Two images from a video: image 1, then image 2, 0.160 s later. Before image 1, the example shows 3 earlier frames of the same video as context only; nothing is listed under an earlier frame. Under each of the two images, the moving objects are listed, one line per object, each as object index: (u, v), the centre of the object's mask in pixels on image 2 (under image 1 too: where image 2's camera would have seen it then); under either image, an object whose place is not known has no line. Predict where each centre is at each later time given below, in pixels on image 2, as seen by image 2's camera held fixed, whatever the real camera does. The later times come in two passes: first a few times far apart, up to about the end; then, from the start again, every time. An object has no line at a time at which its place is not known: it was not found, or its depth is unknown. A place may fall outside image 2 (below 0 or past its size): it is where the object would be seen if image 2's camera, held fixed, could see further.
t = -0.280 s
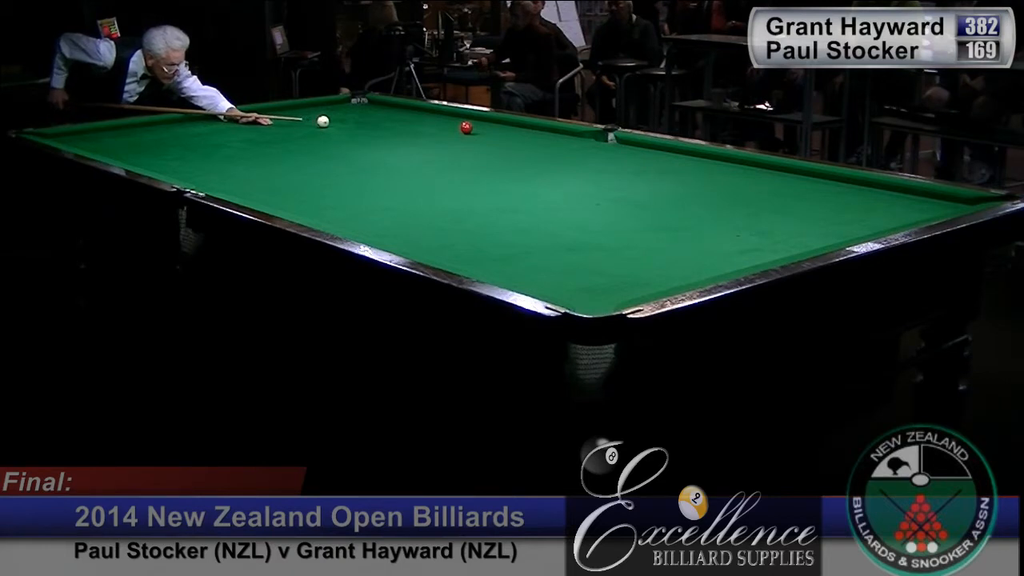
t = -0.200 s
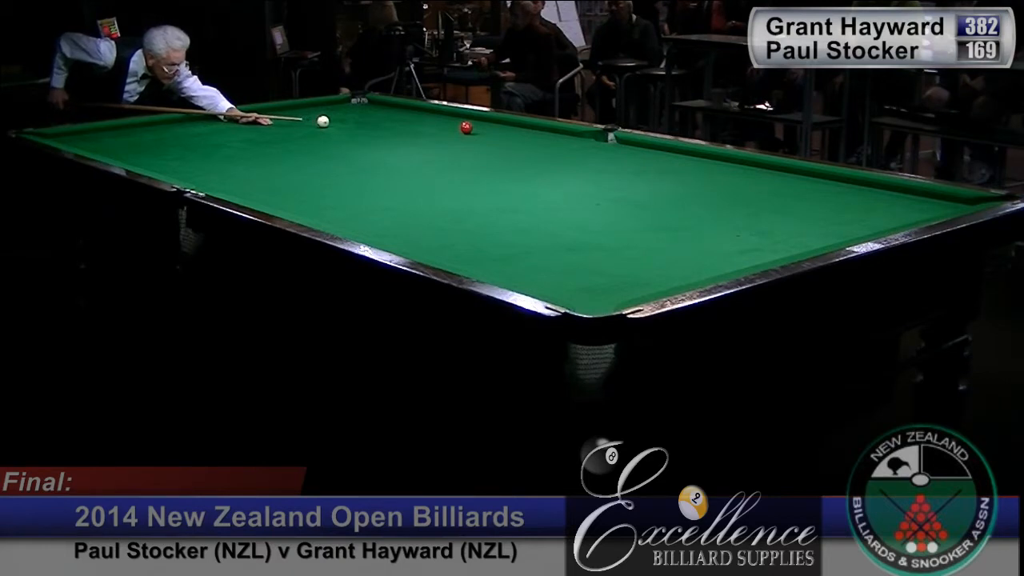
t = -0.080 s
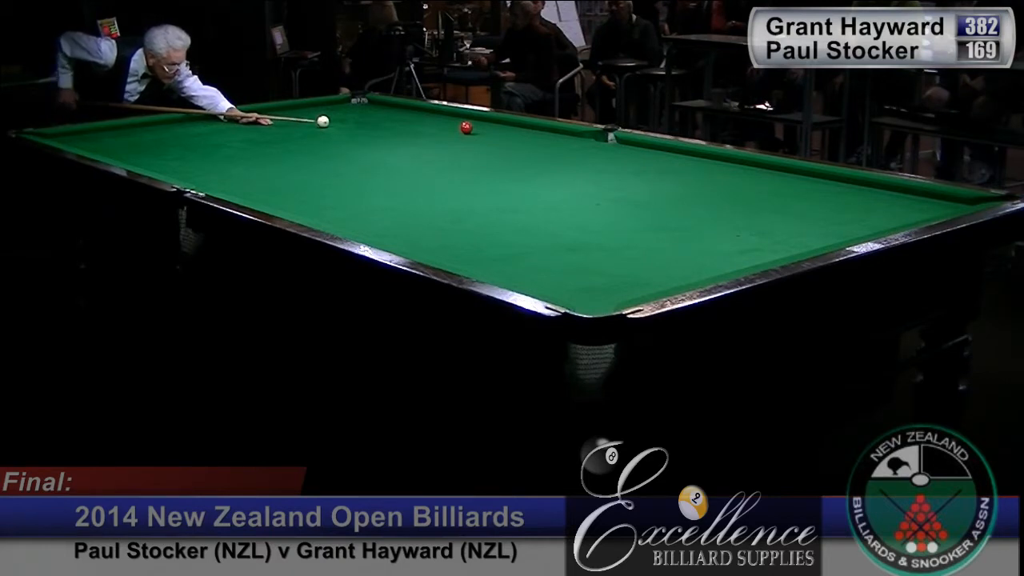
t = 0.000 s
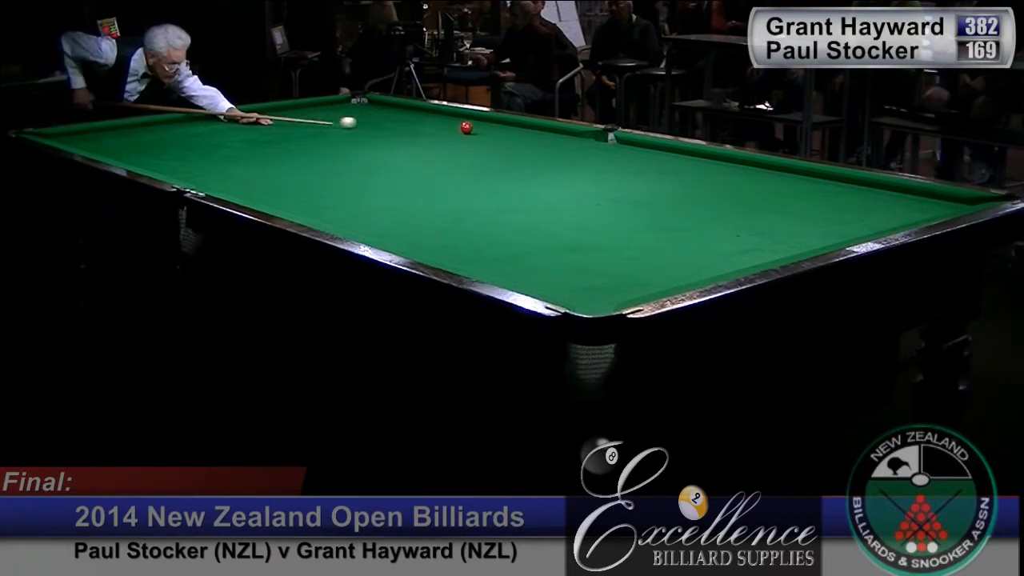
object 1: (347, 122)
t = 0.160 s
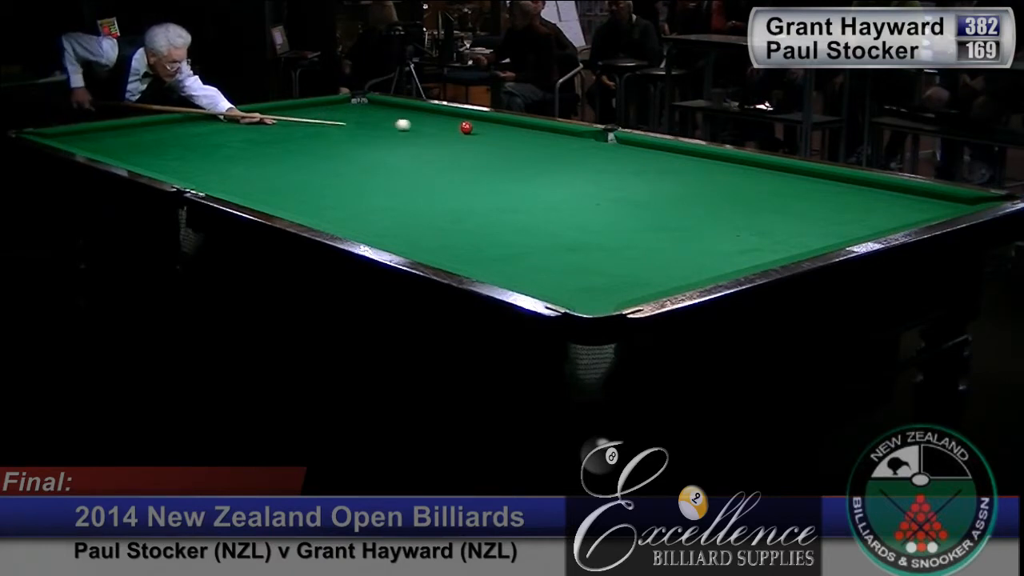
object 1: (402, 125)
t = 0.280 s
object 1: (438, 126)
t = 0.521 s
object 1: (466, 128)
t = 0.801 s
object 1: (485, 129)
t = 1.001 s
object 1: (498, 129)
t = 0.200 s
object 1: (415, 125)
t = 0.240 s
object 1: (426, 126)
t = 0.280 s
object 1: (438, 126)
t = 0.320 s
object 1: (450, 127)
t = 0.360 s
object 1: (456, 127)
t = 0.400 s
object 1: (458, 127)
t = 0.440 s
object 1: (460, 127)
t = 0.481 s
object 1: (463, 127)
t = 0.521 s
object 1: (466, 128)
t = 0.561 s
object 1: (469, 128)
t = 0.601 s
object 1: (472, 128)
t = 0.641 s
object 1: (474, 128)
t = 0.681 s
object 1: (477, 128)
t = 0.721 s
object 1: (480, 128)
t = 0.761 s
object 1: (483, 128)
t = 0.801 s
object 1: (485, 129)
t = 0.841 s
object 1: (488, 129)
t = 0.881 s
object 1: (491, 129)
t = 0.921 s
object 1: (493, 129)
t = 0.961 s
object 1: (496, 129)
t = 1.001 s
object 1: (498, 129)
